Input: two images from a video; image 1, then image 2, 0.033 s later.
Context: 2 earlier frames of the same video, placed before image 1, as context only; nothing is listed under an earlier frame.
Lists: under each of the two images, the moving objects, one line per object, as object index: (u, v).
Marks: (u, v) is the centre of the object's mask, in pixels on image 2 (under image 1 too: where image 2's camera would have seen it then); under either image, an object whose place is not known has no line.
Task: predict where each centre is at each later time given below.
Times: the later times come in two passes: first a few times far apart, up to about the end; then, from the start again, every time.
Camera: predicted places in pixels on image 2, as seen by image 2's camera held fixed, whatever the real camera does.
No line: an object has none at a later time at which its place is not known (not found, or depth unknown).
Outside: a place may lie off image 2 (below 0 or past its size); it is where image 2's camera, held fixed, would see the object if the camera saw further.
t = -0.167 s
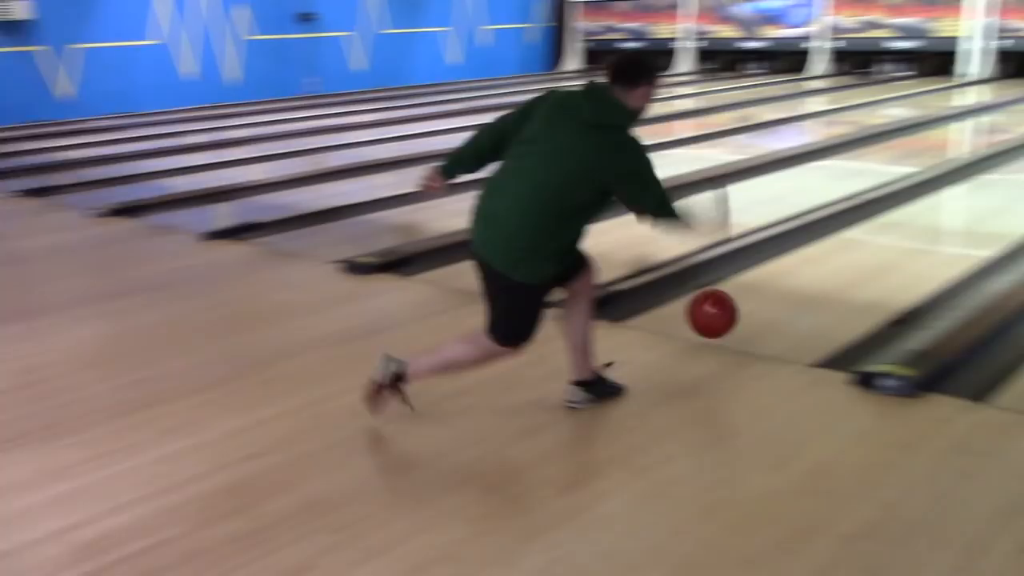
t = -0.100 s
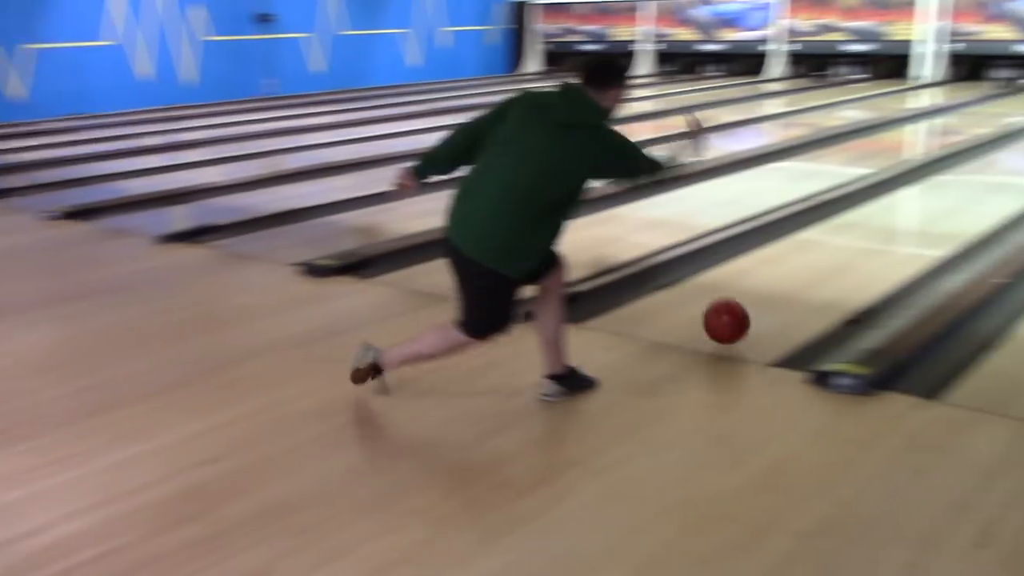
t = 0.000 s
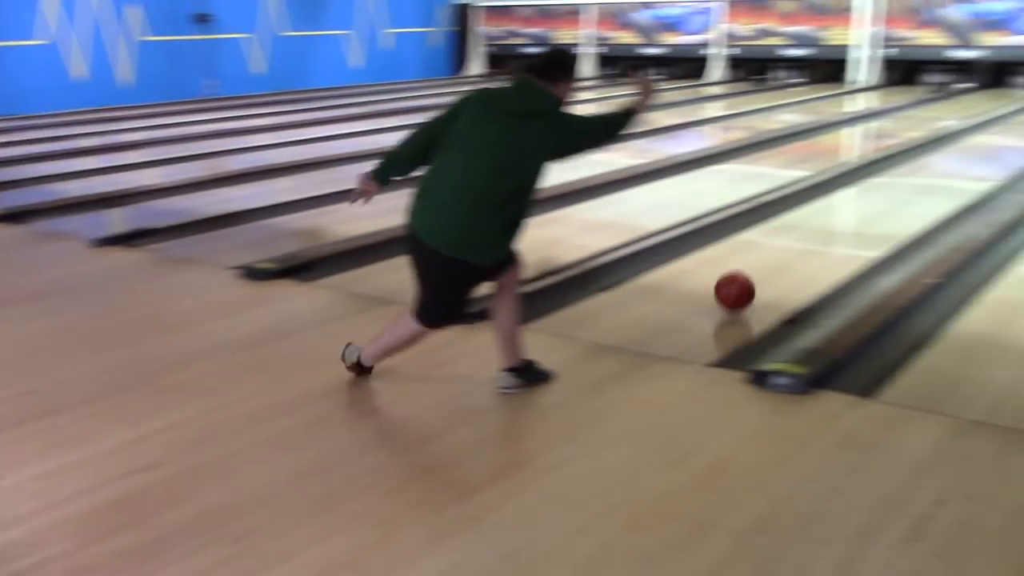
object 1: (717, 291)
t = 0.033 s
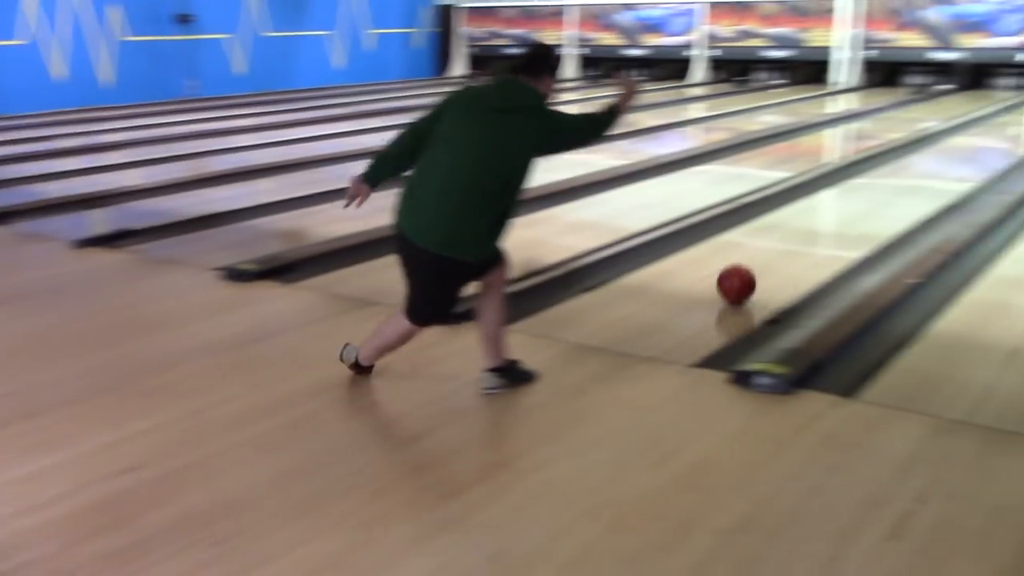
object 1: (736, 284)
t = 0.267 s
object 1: (839, 229)
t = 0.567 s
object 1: (923, 184)
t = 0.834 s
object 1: (972, 157)
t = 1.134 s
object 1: (1011, 136)
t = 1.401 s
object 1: (1036, 122)
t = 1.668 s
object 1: (1064, 111)
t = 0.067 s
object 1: (754, 275)
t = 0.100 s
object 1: (770, 265)
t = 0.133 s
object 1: (786, 257)
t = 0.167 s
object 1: (801, 249)
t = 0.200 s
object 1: (814, 242)
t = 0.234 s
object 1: (827, 235)
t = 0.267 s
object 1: (839, 229)
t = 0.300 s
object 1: (851, 222)
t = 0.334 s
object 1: (862, 216)
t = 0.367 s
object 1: (872, 211)
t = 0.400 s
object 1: (882, 206)
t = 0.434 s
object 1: (891, 201)
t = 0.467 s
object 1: (900, 196)
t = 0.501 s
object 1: (908, 192)
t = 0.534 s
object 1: (916, 188)
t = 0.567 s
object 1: (923, 184)
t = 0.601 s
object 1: (930, 180)
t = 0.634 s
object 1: (937, 176)
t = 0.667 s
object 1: (943, 173)
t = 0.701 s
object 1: (950, 170)
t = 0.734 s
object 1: (956, 166)
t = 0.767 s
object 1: (961, 163)
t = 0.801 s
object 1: (967, 160)
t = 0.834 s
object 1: (972, 157)
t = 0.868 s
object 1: (977, 155)
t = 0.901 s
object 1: (981, 152)
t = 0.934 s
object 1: (986, 149)
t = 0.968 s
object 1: (991, 147)
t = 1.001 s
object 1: (995, 145)
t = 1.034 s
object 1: (999, 142)
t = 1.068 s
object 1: (1003, 140)
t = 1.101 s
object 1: (1007, 138)
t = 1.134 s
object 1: (1011, 136)
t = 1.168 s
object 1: (1015, 134)
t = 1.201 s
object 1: (1018, 132)
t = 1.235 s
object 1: (1021, 130)
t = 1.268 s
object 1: (1025, 128)
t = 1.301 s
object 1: (1028, 126)
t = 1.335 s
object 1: (1031, 125)
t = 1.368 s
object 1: (1034, 123)
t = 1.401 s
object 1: (1036, 122)
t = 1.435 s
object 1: (1039, 120)
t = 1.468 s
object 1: (1042, 118)
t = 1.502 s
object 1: (1044, 117)
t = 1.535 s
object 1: (1046, 116)
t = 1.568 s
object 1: (1050, 114)
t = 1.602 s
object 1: (1055, 112)
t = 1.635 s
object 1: (1060, 111)
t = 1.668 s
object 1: (1064, 111)
